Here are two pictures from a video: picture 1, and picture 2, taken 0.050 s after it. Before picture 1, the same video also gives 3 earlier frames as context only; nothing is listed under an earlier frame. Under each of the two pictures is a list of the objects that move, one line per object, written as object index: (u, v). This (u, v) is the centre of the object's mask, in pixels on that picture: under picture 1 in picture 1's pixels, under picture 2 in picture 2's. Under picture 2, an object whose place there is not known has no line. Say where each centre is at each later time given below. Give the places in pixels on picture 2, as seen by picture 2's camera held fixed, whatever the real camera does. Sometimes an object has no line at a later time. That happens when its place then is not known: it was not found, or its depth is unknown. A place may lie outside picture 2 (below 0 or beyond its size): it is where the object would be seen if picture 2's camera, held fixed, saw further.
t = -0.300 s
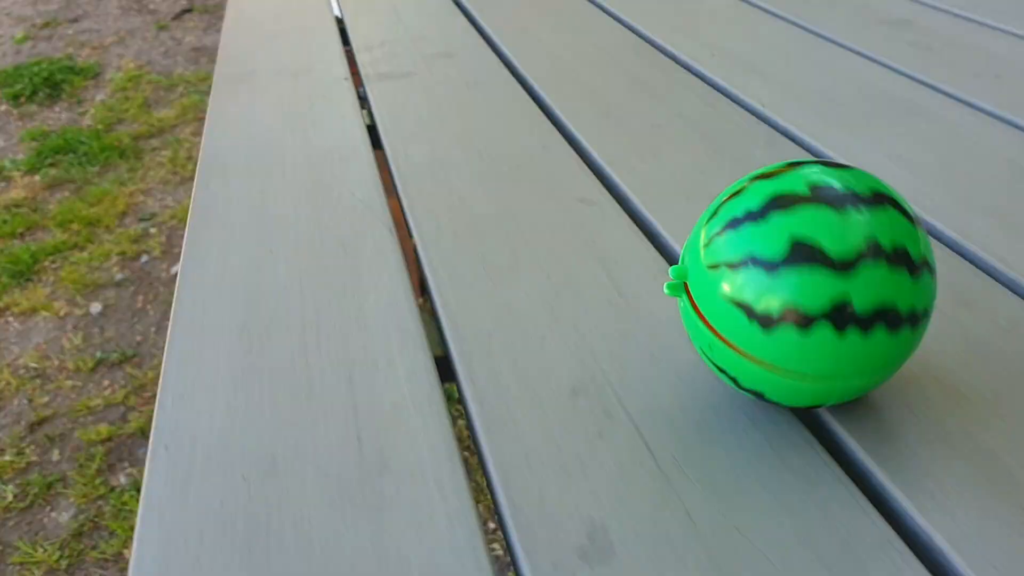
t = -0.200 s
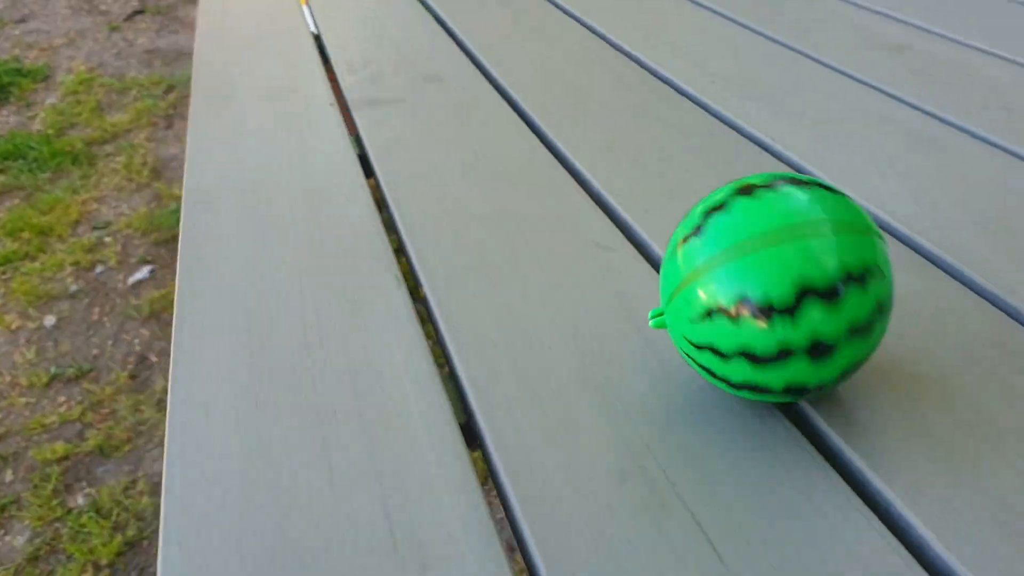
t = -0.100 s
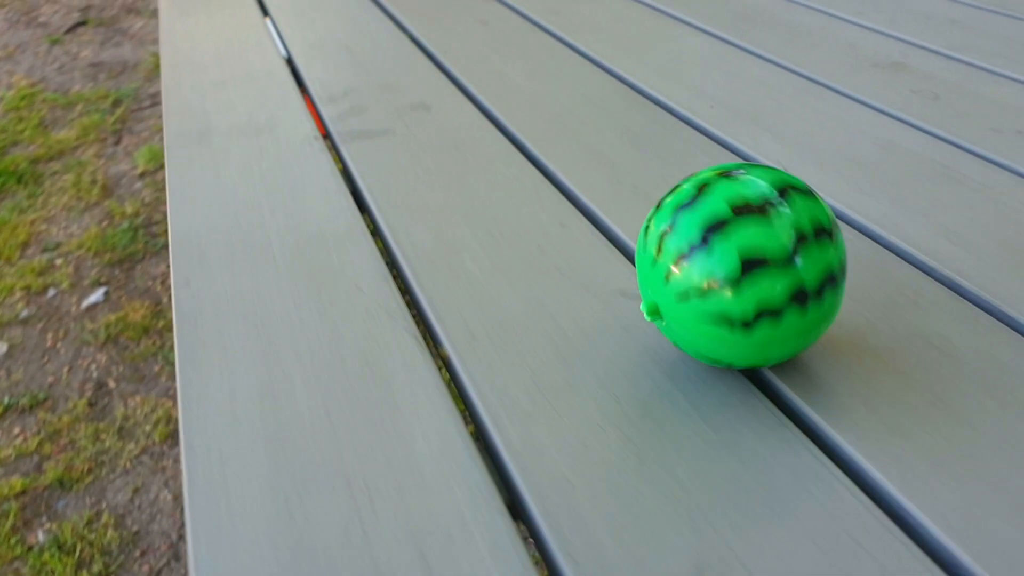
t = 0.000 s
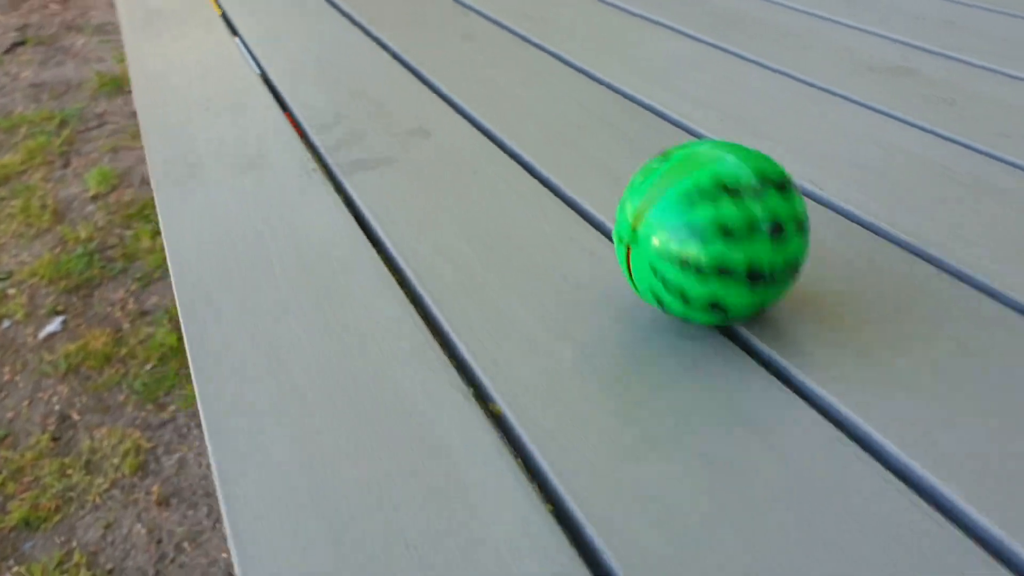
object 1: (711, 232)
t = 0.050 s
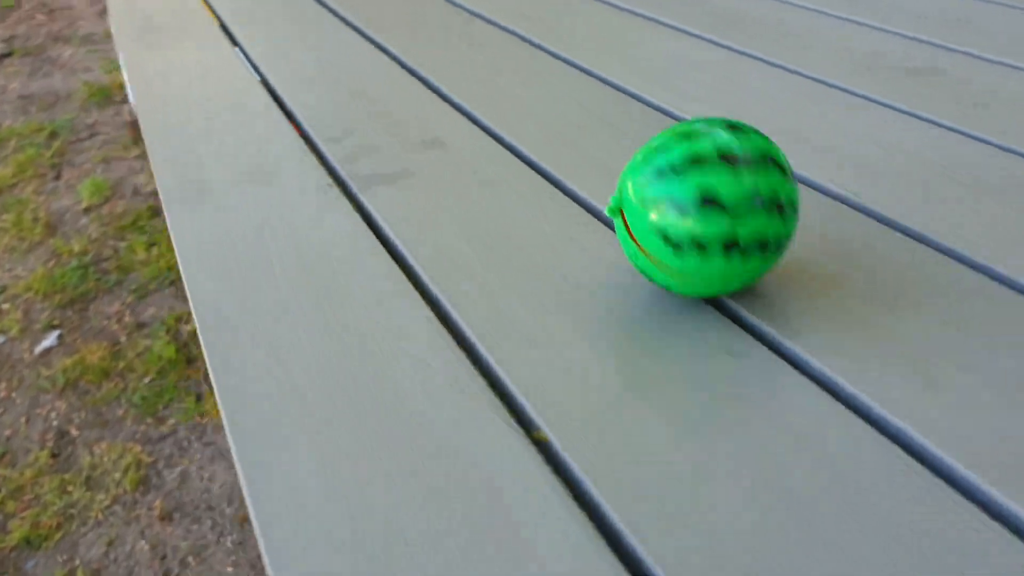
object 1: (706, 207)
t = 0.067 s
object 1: (702, 199)
